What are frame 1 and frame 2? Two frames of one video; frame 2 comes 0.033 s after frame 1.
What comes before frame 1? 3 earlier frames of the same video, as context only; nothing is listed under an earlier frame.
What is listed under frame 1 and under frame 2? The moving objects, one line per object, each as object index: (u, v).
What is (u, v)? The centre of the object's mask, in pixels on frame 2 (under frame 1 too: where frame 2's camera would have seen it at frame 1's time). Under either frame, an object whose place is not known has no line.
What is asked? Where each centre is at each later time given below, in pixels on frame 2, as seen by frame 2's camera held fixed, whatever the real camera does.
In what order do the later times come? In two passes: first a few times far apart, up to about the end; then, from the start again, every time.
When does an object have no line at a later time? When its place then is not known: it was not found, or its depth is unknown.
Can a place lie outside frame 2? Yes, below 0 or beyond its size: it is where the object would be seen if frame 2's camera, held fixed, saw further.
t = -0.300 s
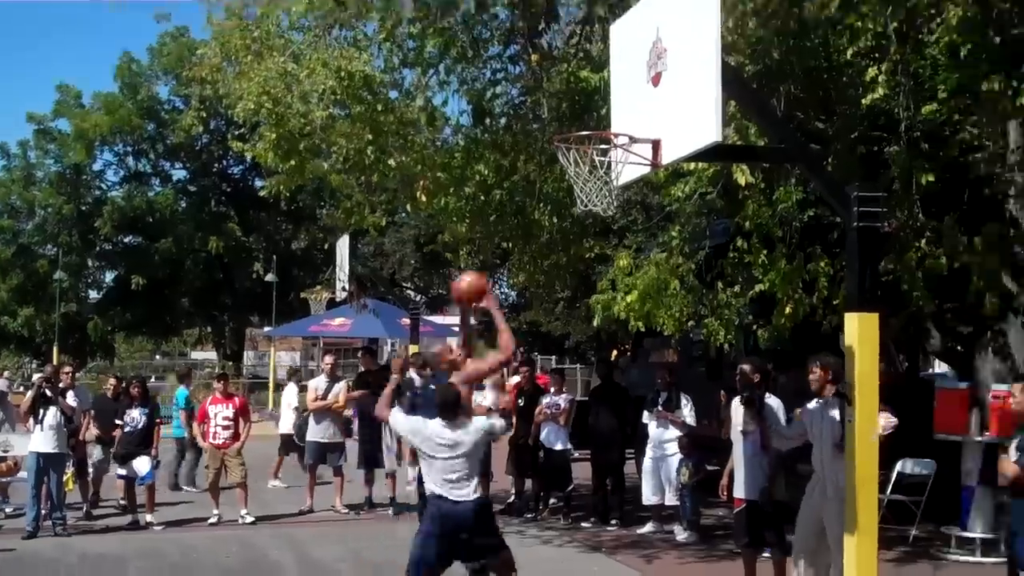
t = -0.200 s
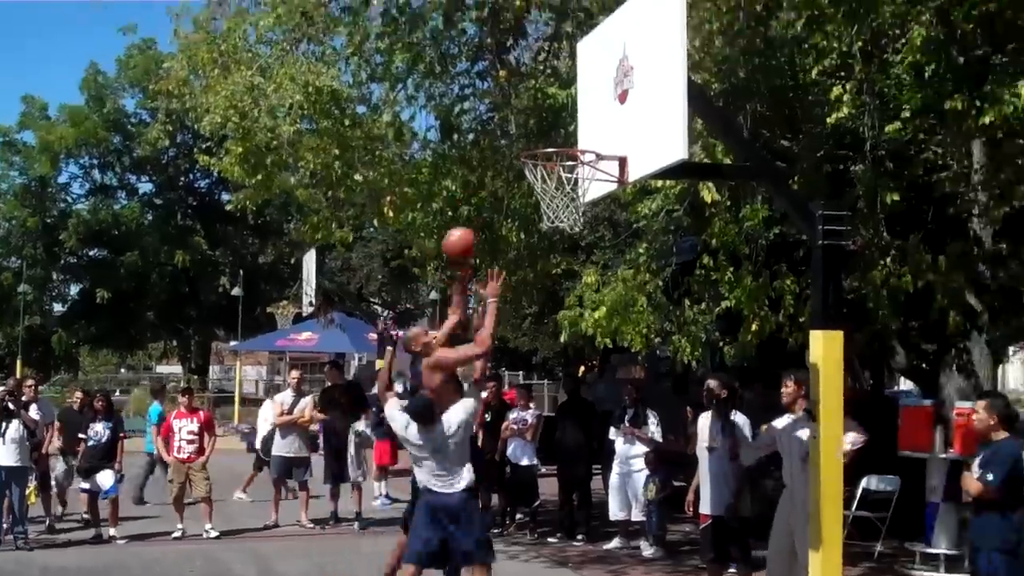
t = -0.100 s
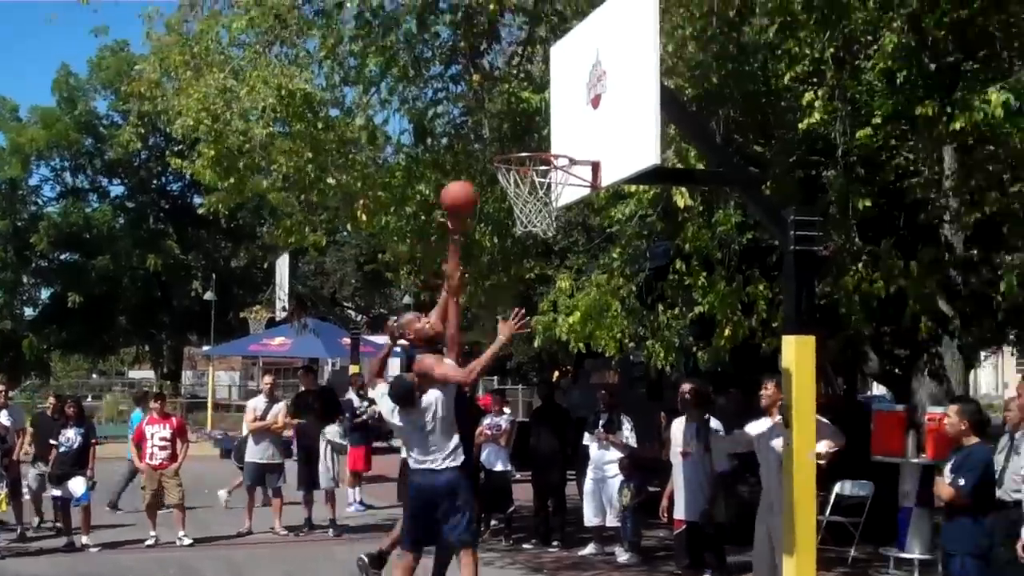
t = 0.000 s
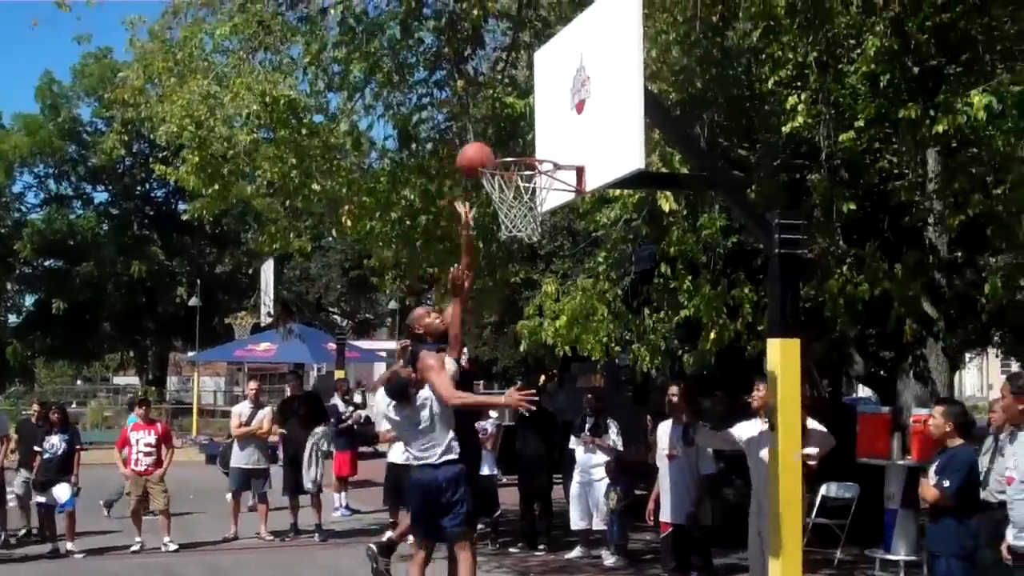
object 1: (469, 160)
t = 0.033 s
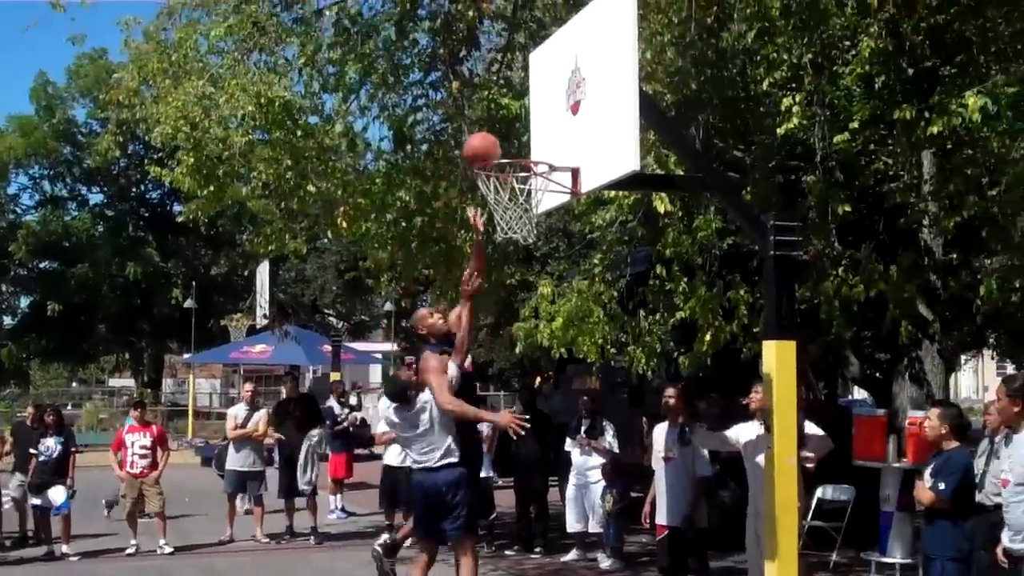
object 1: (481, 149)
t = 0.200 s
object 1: (539, 117)
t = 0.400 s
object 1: (528, 138)
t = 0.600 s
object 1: (498, 144)
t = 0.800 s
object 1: (528, 151)
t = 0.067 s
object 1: (493, 141)
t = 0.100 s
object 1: (503, 133)
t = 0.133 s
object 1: (515, 125)
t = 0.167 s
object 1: (527, 121)
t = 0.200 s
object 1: (539, 117)
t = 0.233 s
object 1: (545, 116)
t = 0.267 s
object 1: (542, 116)
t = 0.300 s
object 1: (538, 119)
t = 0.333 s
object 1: (535, 123)
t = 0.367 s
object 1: (532, 129)
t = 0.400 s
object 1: (528, 138)
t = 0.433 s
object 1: (525, 145)
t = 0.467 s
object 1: (516, 147)
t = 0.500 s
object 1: (503, 147)
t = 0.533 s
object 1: (489, 152)
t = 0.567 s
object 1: (492, 147)
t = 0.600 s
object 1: (498, 144)
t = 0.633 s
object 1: (503, 143)
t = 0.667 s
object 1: (507, 141)
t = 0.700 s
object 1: (512, 141)
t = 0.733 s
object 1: (517, 142)
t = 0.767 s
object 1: (522, 144)
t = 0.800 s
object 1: (528, 151)
